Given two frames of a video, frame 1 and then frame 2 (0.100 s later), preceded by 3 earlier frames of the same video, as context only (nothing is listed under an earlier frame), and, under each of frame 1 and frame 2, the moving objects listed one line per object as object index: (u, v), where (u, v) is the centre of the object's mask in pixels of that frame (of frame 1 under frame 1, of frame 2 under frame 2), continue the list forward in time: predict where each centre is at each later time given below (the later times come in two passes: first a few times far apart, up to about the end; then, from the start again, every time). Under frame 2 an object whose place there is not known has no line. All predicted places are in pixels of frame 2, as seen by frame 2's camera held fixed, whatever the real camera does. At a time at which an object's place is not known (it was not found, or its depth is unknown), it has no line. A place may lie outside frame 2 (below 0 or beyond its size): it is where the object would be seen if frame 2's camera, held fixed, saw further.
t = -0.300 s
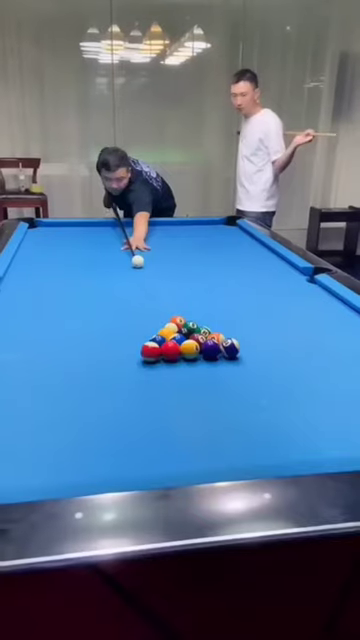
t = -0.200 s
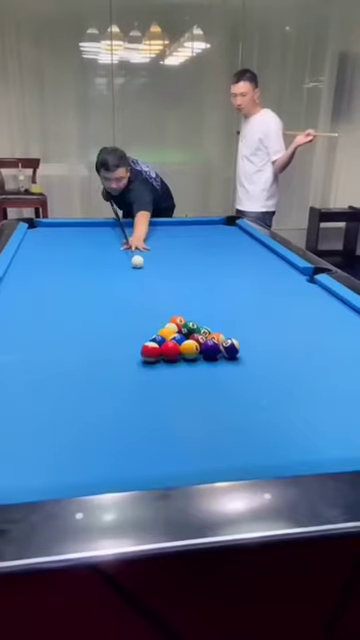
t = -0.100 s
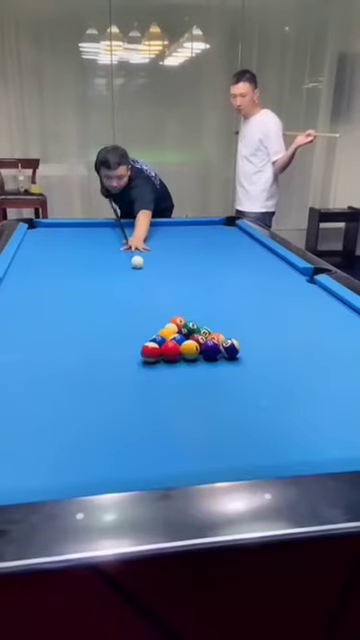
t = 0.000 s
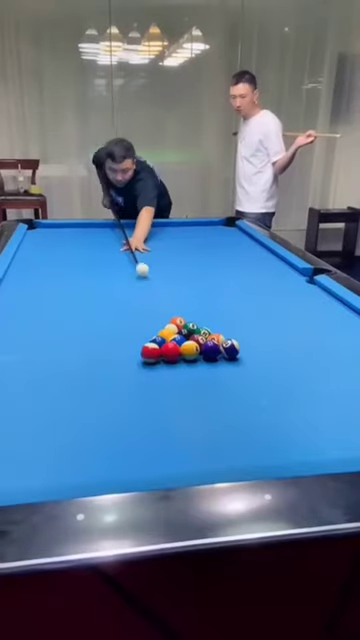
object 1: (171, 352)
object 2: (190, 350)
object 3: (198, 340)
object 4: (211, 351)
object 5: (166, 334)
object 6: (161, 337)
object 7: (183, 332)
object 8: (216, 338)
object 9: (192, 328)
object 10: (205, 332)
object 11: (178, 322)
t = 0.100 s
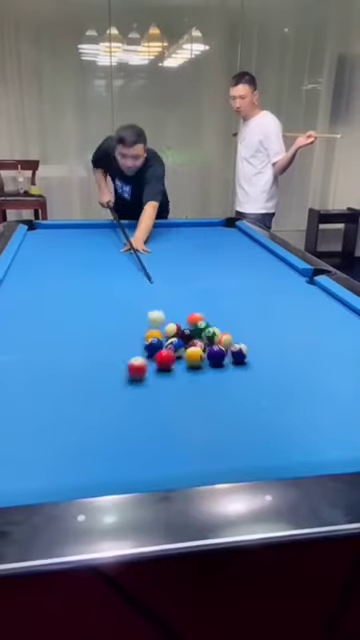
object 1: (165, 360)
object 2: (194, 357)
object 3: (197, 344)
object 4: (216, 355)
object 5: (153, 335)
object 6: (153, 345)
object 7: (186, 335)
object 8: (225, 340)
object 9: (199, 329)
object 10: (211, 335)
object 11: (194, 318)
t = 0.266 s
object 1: (122, 407)
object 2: (212, 392)
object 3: (195, 375)
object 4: (249, 382)
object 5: (93, 347)
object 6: (133, 349)
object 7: (197, 334)
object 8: (261, 331)
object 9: (253, 312)
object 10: (248, 323)
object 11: (278, 299)
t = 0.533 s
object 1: (43, 468)
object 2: (248, 457)
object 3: (190, 426)
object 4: (313, 433)
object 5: (2, 367)
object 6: (101, 353)
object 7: (218, 330)
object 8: (308, 318)
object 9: (313, 298)
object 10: (295, 310)
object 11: (276, 284)
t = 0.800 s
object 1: (13, 417)
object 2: (229, 413)
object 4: (334, 430)
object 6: (71, 356)
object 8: (342, 306)
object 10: (330, 297)
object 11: (213, 276)
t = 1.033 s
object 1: (8, 384)
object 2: (217, 380)
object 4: (322, 400)
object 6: (45, 358)
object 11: (163, 270)
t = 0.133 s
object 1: (156, 369)
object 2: (198, 364)
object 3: (196, 350)
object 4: (223, 360)
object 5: (137, 337)
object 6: (150, 347)
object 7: (188, 344)
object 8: (233, 339)
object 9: (212, 324)
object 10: (220, 333)
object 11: (215, 313)
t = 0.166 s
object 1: (148, 379)
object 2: (201, 371)
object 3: (195, 357)
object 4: (230, 366)
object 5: (125, 338)
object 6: (145, 348)
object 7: (191, 343)
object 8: (241, 336)
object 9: (224, 319)
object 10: (228, 330)
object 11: (233, 310)
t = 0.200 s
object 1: (139, 388)
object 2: (205, 378)
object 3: (195, 363)
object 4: (236, 372)
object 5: (114, 341)
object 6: (141, 348)
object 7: (193, 336)
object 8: (248, 335)
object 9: (234, 316)
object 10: (235, 327)
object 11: (249, 308)
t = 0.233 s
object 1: (130, 397)
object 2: (209, 385)
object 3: (194, 369)
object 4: (243, 377)
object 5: (104, 344)
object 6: (137, 348)
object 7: (195, 335)
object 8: (254, 333)
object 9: (244, 314)
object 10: (242, 326)
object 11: (264, 304)
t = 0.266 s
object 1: (122, 407)
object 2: (212, 392)
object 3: (195, 375)
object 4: (249, 382)
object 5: (93, 347)
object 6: (133, 349)
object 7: (197, 334)
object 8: (261, 331)
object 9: (253, 312)
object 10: (248, 323)
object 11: (278, 299)
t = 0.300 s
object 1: (113, 417)
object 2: (216, 399)
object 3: (195, 380)
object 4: (256, 387)
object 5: (82, 349)
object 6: (129, 349)
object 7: (200, 334)
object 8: (267, 329)
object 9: (261, 311)
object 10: (254, 322)
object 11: (291, 296)
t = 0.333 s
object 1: (103, 427)
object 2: (220, 407)
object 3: (193, 386)
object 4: (263, 393)
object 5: (71, 352)
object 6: (125, 350)
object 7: (203, 333)
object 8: (273, 327)
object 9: (269, 309)
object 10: (260, 319)
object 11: (303, 293)
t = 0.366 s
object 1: (92, 439)
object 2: (225, 415)
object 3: (193, 392)
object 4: (271, 399)
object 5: (59, 354)
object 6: (121, 351)
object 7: (206, 333)
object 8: (279, 325)
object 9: (277, 307)
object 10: (267, 318)
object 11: (313, 289)
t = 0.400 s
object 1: (81, 452)
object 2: (229, 423)
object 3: (192, 397)
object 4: (279, 405)
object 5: (47, 356)
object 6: (117, 351)
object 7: (209, 331)
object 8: (285, 324)
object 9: (283, 306)
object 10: (273, 317)
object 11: (313, 287)
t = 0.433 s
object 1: (68, 465)
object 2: (234, 433)
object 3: (192, 404)
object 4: (287, 412)
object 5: (35, 360)
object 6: (113, 352)
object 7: (211, 331)
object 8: (291, 322)
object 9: (292, 303)
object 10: (278, 315)
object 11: (303, 286)
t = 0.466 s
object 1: (55, 475)
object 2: (238, 443)
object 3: (191, 411)
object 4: (296, 419)
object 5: (23, 363)
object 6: (109, 352)
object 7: (214, 331)
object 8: (297, 320)
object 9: (299, 302)
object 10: (284, 313)
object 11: (294, 286)
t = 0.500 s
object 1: (48, 473)
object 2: (244, 452)
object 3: (192, 418)
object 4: (304, 426)
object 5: (10, 365)
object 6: (105, 353)
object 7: (216, 330)
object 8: (303, 319)
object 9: (306, 300)
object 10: (290, 311)
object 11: (284, 284)
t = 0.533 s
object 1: (43, 468)
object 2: (248, 457)
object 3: (190, 426)
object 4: (313, 433)
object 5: (2, 367)
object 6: (101, 353)
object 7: (218, 330)
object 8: (308, 318)
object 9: (313, 298)
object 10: (295, 310)
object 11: (276, 284)
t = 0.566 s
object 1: (39, 460)
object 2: (246, 453)
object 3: (190, 433)
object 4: (323, 441)
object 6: (98, 353)
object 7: (220, 329)
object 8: (313, 316)
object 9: (319, 297)
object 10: (300, 308)
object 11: (267, 283)
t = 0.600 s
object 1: (35, 453)
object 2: (243, 447)
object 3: (190, 440)
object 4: (333, 445)
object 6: (94, 354)
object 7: (222, 329)
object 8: (319, 314)
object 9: (326, 295)
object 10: (305, 307)
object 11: (260, 282)
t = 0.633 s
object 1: (31, 447)
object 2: (240, 441)
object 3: (189, 449)
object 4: (343, 450)
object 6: (90, 354)
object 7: (224, 328)
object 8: (324, 313)
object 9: (319, 293)
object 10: (311, 305)
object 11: (251, 280)
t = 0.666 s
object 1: (27, 440)
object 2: (238, 435)
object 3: (191, 456)
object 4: (341, 446)
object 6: (86, 355)
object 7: (226, 328)
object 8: (329, 311)
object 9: (312, 291)
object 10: (316, 303)
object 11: (243, 279)
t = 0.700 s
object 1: (23, 433)
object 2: (235, 429)
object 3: (190, 461)
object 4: (339, 443)
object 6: (82, 355)
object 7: (227, 328)
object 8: (334, 310)
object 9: (305, 291)
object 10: (320, 303)
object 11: (236, 279)
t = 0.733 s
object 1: (20, 427)
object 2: (233, 423)
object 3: (188, 460)
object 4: (337, 440)
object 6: (78, 356)
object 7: (229, 328)
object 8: (339, 309)
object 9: (299, 289)
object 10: (325, 301)
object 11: (228, 278)
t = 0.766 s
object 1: (16, 422)
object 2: (231, 417)
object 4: (335, 435)
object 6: (74, 356)
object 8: (344, 307)
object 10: (330, 299)
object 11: (220, 277)
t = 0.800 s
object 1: (13, 417)
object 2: (229, 413)
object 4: (334, 430)
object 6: (71, 356)
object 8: (342, 306)
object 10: (330, 297)
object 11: (213, 276)
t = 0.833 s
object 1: (10, 411)
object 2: (226, 407)
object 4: (332, 425)
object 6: (67, 356)
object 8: (336, 305)
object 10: (324, 297)
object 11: (205, 275)
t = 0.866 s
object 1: (7, 406)
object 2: (225, 402)
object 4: (330, 421)
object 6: (63, 357)
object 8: (331, 304)
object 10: (320, 296)
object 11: (198, 274)
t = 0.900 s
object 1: (4, 401)
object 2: (223, 397)
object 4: (328, 416)
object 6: (60, 357)
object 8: (326, 303)
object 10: (314, 295)
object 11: (191, 273)
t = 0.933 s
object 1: (1, 397)
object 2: (221, 393)
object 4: (327, 412)
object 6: (56, 358)
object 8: (320, 302)
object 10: (308, 294)
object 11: (183, 273)
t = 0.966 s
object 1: (4, 392)
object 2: (219, 389)
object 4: (325, 408)
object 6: (52, 358)
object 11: (177, 272)
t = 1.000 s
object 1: (6, 388)
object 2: (218, 385)
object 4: (324, 404)
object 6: (49, 358)
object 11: (170, 271)
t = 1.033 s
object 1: (8, 384)
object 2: (217, 380)
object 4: (322, 400)
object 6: (45, 358)
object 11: (163, 270)
